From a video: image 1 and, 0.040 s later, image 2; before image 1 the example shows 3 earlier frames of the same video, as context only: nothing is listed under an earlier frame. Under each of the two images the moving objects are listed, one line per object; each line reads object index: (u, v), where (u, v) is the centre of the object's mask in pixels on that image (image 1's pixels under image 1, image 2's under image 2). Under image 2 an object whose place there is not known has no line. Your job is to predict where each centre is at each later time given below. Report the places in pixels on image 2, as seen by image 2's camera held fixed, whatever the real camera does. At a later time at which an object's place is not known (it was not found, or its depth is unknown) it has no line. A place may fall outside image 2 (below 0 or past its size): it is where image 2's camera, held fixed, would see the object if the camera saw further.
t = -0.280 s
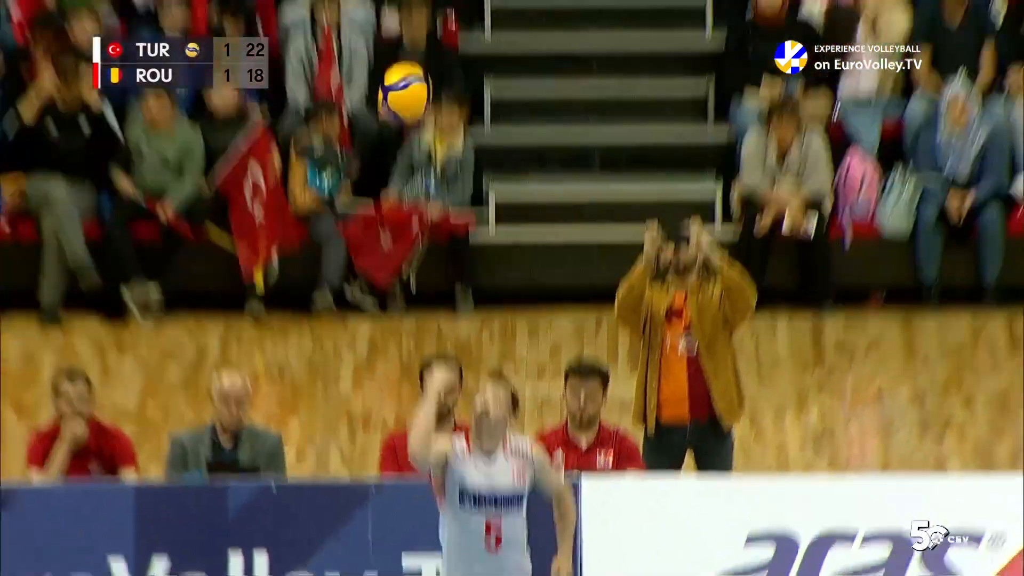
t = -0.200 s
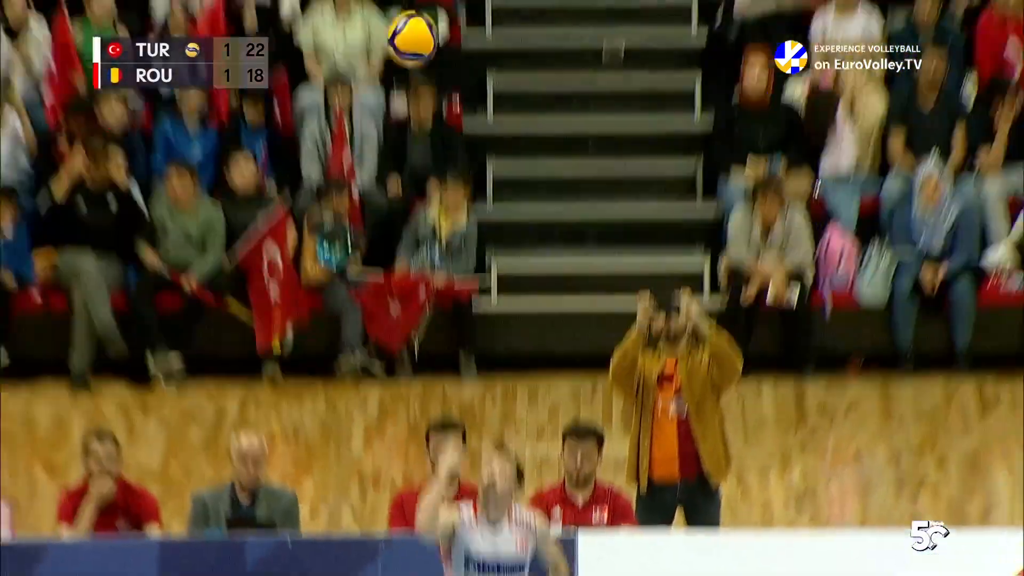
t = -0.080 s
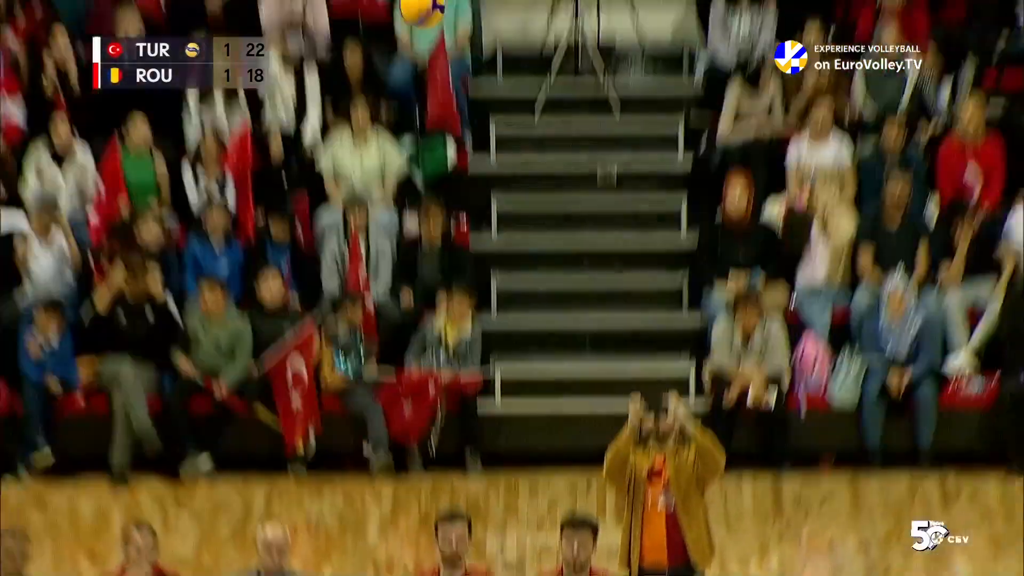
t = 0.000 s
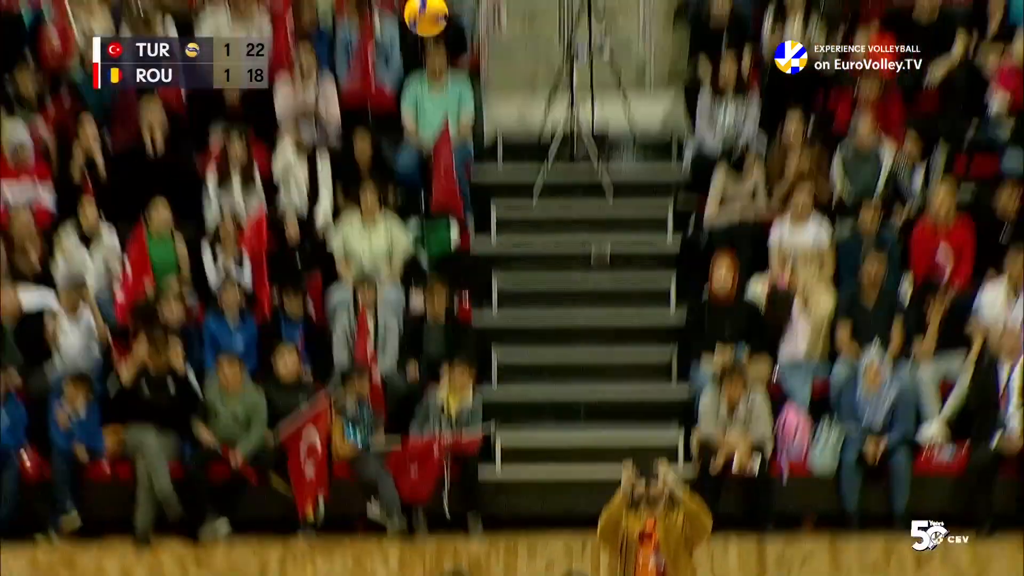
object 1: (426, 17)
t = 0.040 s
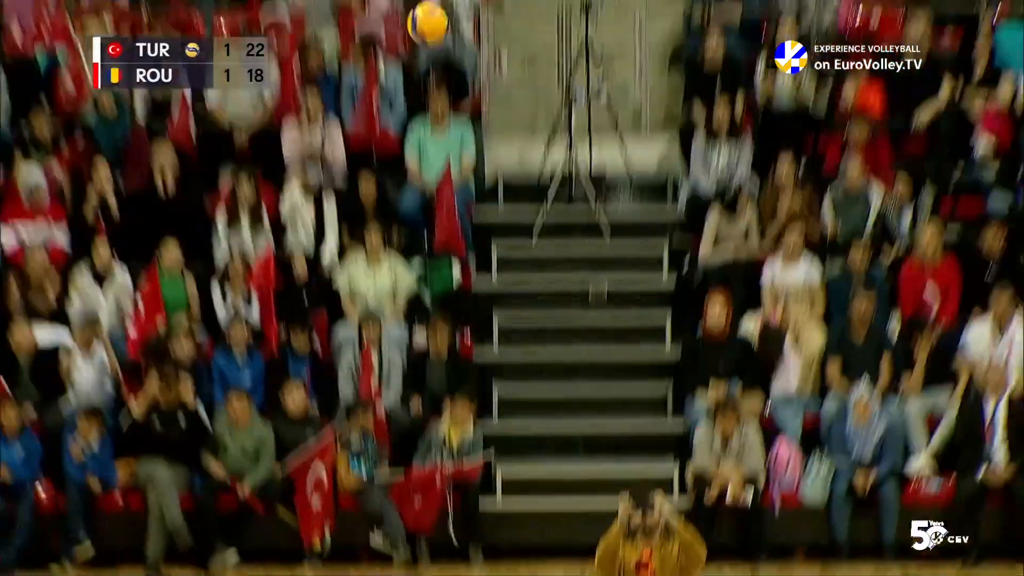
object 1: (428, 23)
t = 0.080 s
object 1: (427, -9)
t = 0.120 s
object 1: (426, -41)
